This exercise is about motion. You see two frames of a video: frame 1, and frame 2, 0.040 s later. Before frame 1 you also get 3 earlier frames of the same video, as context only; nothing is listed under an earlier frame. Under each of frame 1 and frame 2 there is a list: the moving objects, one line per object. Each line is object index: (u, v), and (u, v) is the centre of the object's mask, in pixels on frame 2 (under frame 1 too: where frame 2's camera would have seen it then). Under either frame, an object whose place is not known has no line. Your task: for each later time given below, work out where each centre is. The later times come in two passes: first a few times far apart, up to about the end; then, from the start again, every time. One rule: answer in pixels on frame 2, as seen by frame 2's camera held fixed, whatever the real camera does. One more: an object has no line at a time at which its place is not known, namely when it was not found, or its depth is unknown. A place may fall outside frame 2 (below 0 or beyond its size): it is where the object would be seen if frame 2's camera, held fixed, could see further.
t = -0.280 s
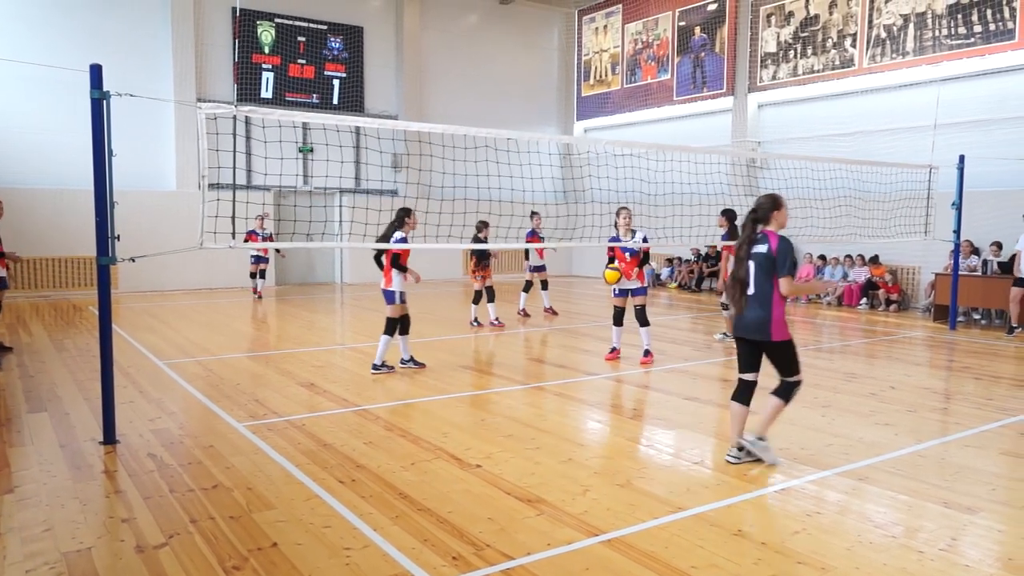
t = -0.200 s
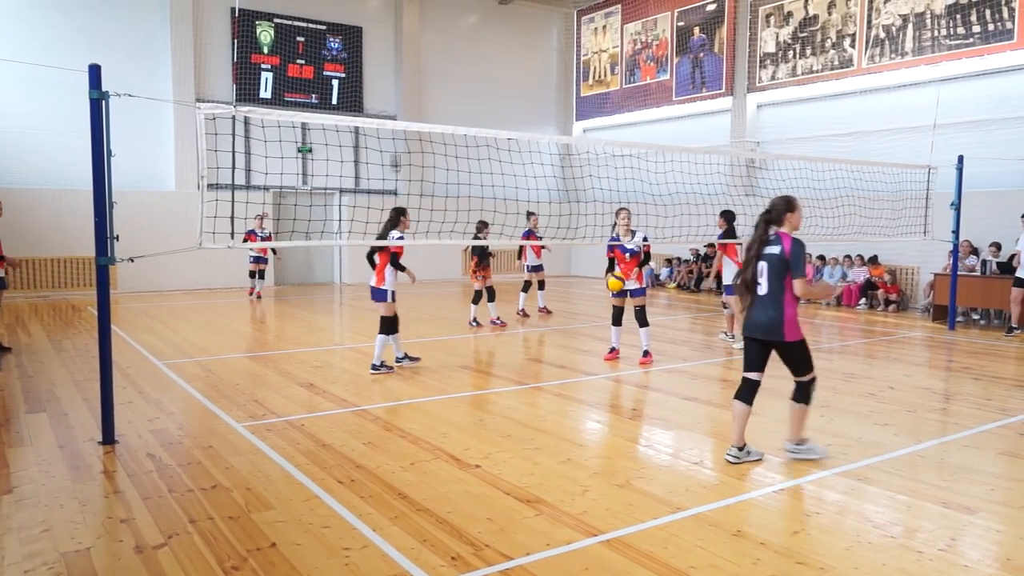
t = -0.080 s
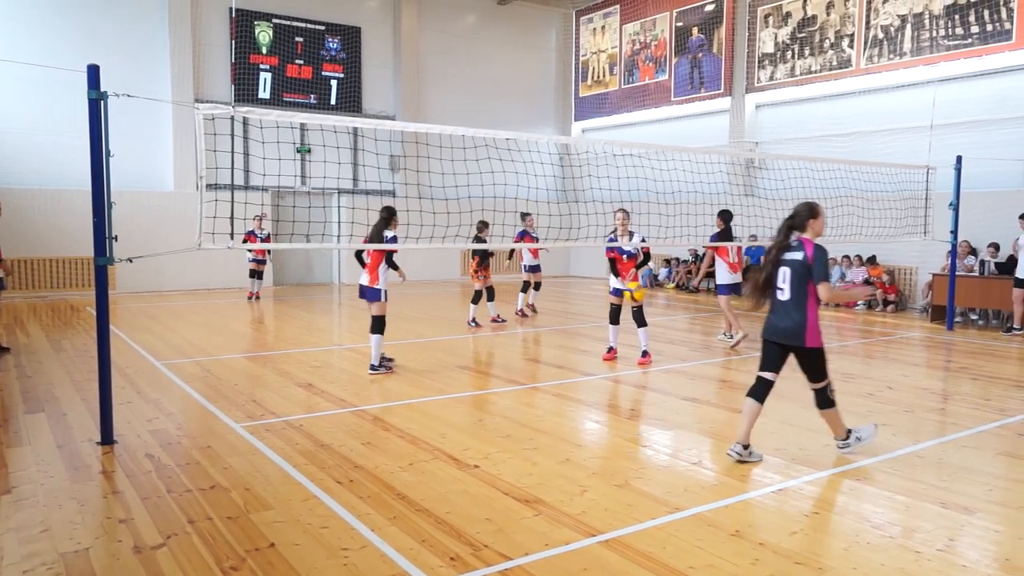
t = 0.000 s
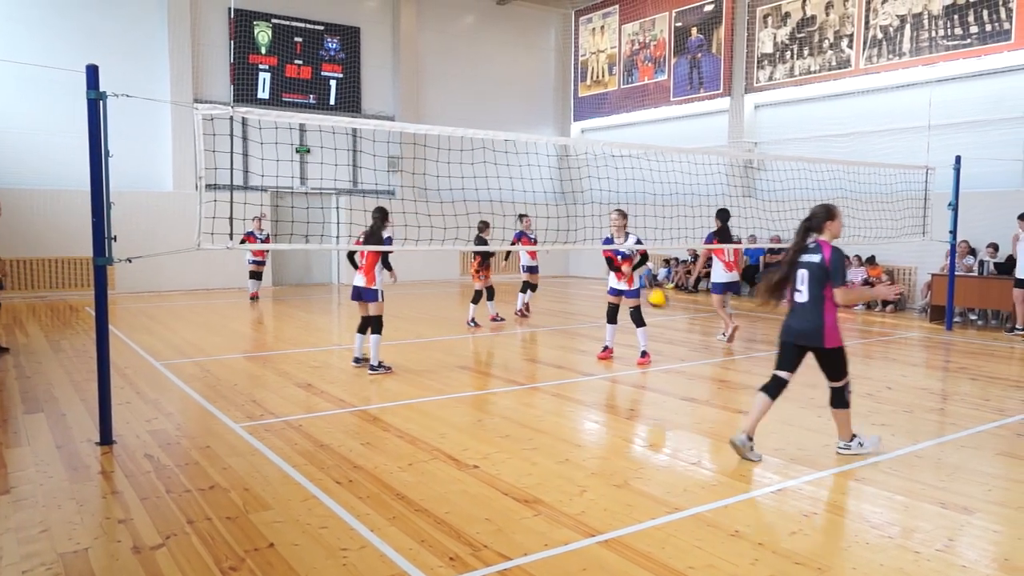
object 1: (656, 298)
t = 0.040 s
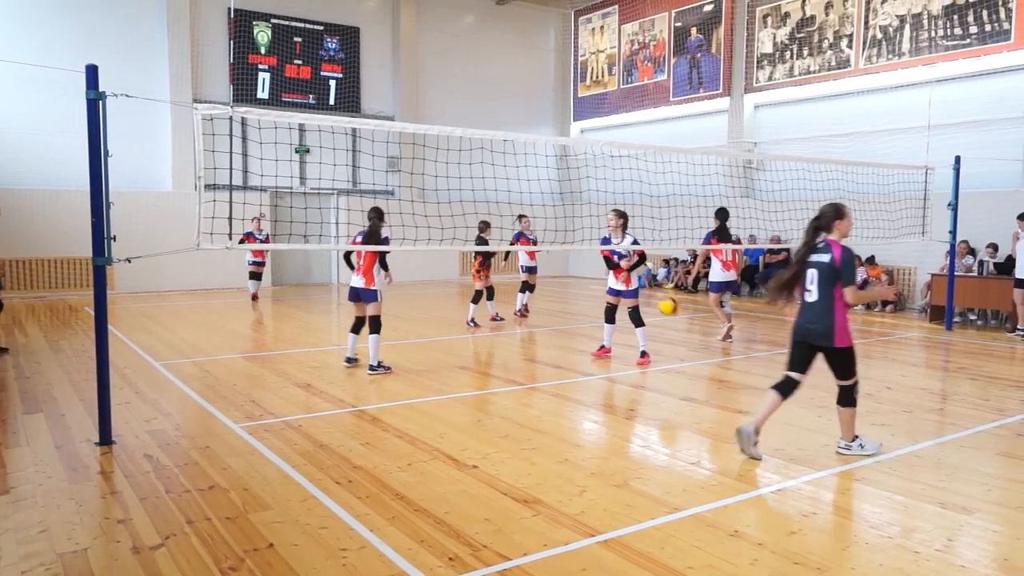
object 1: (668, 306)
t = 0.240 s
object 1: (730, 361)
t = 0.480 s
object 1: (794, 335)
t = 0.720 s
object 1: (860, 349)
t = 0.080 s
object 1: (680, 312)
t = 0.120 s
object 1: (693, 323)
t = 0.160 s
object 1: (707, 334)
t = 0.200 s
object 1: (717, 347)
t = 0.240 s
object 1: (730, 361)
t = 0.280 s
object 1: (743, 370)
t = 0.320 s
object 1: (753, 361)
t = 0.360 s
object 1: (762, 352)
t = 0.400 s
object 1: (773, 345)
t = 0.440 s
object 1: (783, 339)
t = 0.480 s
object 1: (794, 335)
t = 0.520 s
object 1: (805, 334)
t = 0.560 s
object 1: (816, 332)
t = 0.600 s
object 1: (826, 334)
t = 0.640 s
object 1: (837, 337)
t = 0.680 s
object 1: (850, 342)
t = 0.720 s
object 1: (860, 349)
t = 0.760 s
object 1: (873, 359)
